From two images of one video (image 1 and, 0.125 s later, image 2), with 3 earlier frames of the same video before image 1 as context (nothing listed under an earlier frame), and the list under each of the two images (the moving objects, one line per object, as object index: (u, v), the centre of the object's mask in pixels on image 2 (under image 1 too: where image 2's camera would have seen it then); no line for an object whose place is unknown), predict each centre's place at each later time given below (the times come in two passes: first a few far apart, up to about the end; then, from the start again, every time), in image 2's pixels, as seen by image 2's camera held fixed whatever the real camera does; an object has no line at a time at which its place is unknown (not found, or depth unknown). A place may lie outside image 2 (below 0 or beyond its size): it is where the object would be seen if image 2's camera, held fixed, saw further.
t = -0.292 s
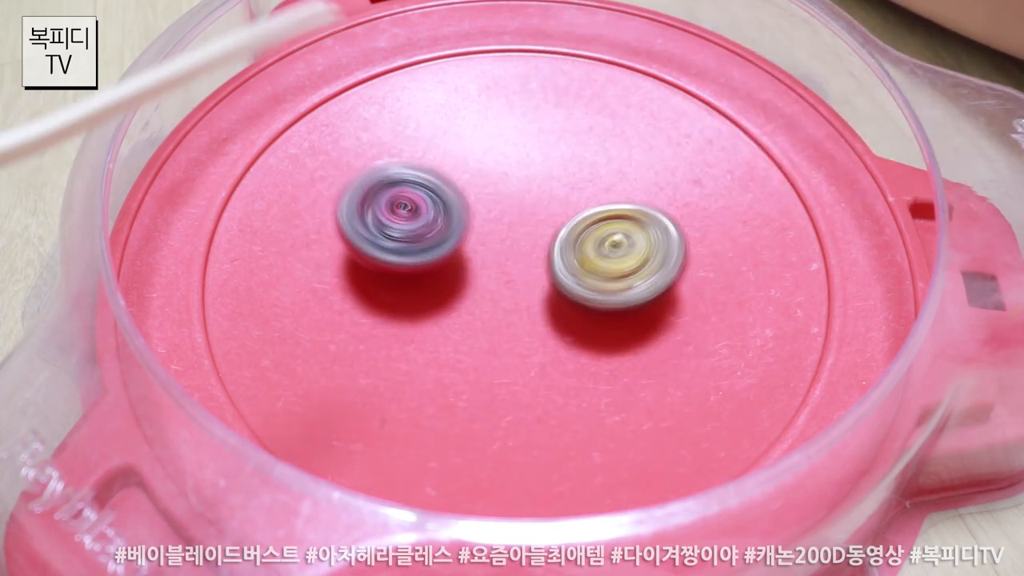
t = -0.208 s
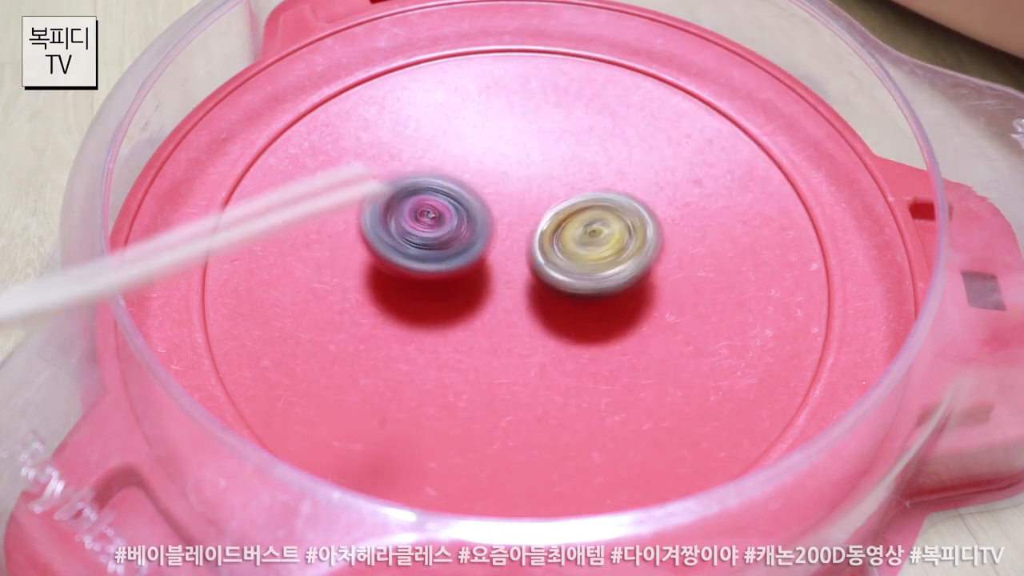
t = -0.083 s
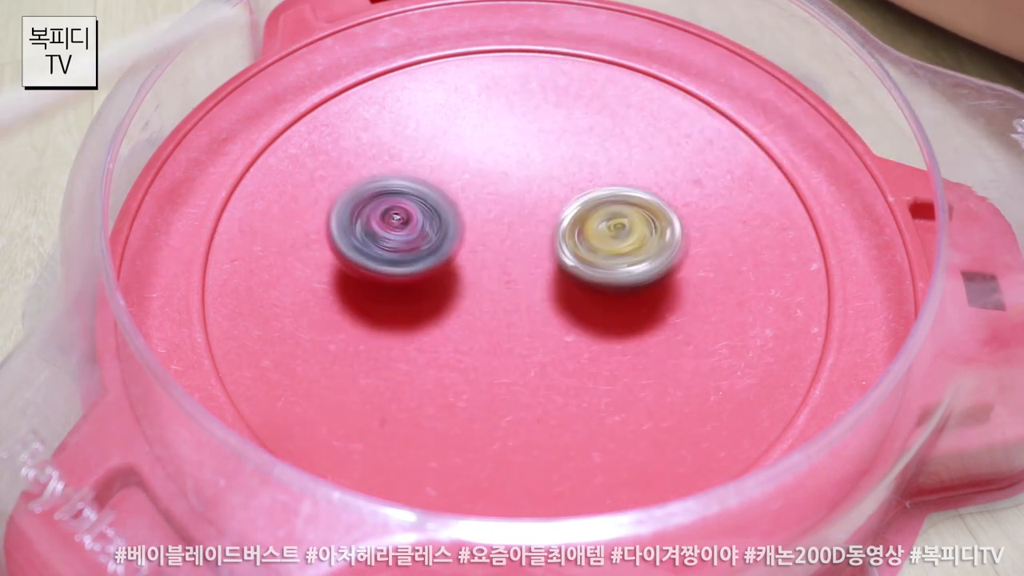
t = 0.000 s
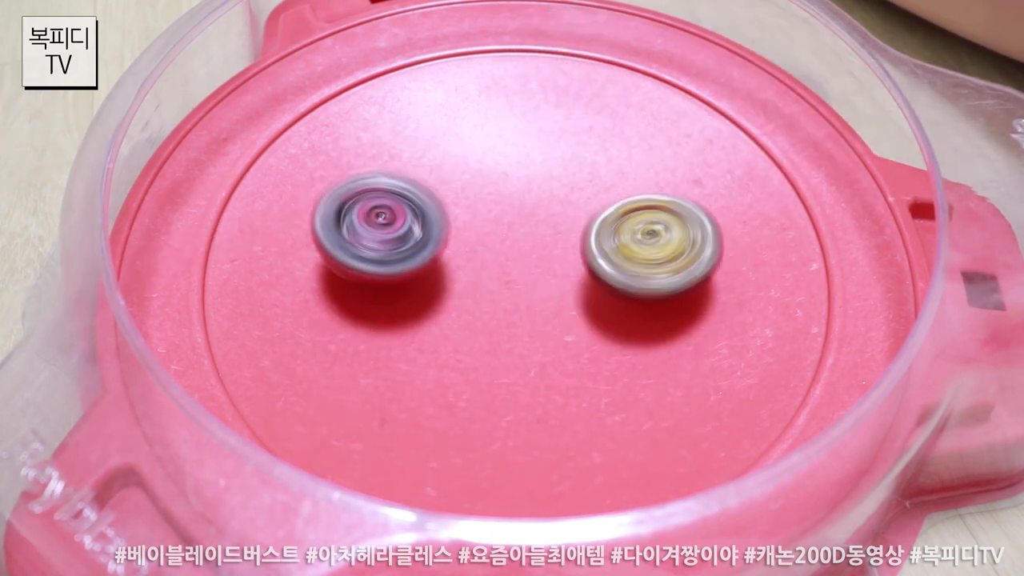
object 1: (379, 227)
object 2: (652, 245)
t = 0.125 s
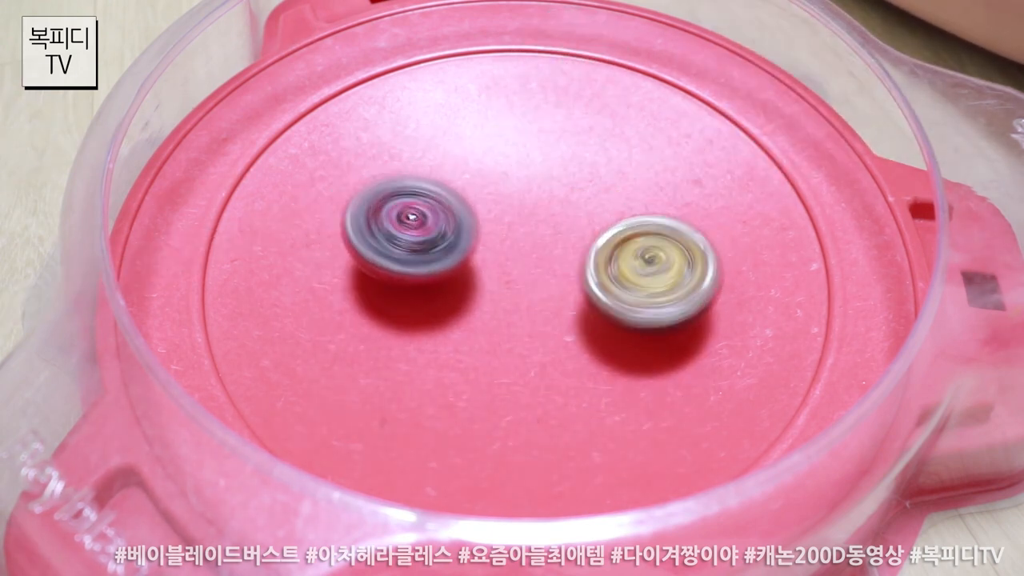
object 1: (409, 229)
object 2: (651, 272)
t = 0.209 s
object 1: (428, 231)
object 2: (610, 295)
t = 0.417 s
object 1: (429, 223)
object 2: (556, 312)
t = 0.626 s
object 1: (471, 248)
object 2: (591, 325)
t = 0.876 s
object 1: (472, 226)
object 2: (623, 299)
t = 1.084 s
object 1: (471, 192)
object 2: (609, 329)
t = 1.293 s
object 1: (457, 172)
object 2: (528, 329)
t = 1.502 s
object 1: (456, 155)
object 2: (497, 288)
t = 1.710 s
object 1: (479, 169)
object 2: (519, 328)
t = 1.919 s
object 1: (491, 195)
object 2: (541, 308)
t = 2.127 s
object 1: (481, 186)
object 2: (533, 340)
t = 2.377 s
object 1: (485, 193)
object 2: (455, 308)
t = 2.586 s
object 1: (498, 174)
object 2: (488, 300)
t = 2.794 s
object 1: (513, 197)
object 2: (558, 321)
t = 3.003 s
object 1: (523, 195)
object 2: (537, 341)
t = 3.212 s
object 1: (524, 195)
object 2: (473, 300)
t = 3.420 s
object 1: (536, 174)
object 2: (481, 274)
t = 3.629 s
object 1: (560, 139)
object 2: (495, 343)
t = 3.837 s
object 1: (546, 183)
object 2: (522, 319)
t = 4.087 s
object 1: (522, 175)
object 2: (489, 348)
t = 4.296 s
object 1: (510, 191)
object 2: (458, 296)
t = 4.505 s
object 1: (513, 178)
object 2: (432, 284)
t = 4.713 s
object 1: (539, 178)
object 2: (448, 274)
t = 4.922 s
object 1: (562, 184)
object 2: (485, 287)
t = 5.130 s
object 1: (580, 187)
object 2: (508, 323)
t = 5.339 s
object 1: (566, 215)
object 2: (494, 332)
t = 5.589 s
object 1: (544, 211)
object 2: (453, 306)
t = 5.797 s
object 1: (540, 191)
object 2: (430, 273)
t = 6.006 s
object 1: (557, 193)
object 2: (436, 254)
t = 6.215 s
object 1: (601, 197)
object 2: (440, 256)
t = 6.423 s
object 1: (621, 216)
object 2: (460, 259)
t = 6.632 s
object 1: (610, 230)
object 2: (472, 274)
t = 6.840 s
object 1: (626, 214)
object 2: (419, 279)
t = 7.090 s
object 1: (584, 221)
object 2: (446, 255)
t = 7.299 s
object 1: (574, 218)
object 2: (424, 236)
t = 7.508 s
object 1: (576, 222)
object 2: (427, 228)
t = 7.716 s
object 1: (600, 232)
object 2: (435, 233)
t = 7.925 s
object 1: (619, 247)
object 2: (465, 260)
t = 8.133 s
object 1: (619, 251)
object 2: (473, 262)
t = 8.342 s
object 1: (607, 250)
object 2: (461, 245)
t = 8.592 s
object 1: (592, 242)
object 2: (450, 217)
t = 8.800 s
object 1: (589, 246)
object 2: (453, 213)
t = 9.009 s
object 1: (593, 265)
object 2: (461, 226)
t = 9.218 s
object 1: (600, 274)
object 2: (469, 229)
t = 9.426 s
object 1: (617, 277)
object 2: (455, 214)
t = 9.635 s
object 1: (601, 266)
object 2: (468, 212)
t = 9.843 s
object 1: (587, 267)
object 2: (469, 193)
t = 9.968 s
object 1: (567, 267)
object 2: (469, 195)
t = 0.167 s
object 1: (420, 231)
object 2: (634, 285)
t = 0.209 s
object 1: (428, 231)
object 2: (610, 295)
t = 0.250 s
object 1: (437, 232)
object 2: (582, 299)
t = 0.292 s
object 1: (439, 230)
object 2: (559, 297)
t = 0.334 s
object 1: (435, 226)
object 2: (550, 297)
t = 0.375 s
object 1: (433, 227)
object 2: (546, 300)
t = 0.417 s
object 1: (429, 223)
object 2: (556, 312)
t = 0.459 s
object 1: (429, 222)
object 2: (564, 324)
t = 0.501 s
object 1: (436, 225)
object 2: (574, 332)
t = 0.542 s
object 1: (447, 233)
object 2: (582, 333)
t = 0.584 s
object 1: (462, 243)
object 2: (584, 329)
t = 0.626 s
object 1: (471, 248)
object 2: (591, 325)
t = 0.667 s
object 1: (470, 246)
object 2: (602, 323)
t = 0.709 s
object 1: (473, 245)
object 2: (608, 317)
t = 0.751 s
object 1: (478, 243)
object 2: (609, 309)
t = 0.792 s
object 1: (477, 238)
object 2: (614, 304)
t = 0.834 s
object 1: (473, 231)
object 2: (621, 301)
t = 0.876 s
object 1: (472, 226)
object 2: (623, 299)
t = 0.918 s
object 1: (473, 222)
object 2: (620, 297)
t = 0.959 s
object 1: (478, 220)
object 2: (612, 297)
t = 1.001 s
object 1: (486, 218)
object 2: (600, 297)
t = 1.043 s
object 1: (485, 209)
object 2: (600, 309)
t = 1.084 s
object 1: (471, 192)
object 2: (609, 329)
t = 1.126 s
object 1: (463, 182)
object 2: (606, 345)
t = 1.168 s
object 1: (459, 177)
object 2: (593, 354)
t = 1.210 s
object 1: (458, 174)
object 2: (571, 354)
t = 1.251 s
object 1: (458, 173)
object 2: (547, 346)
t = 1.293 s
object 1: (457, 172)
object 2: (528, 329)
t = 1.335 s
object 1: (457, 173)
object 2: (513, 311)
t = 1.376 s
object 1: (457, 174)
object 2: (502, 293)
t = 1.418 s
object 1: (455, 174)
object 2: (495, 281)
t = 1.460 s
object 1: (454, 161)
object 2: (495, 282)
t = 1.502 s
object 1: (456, 155)
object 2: (497, 288)
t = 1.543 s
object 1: (461, 154)
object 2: (498, 294)
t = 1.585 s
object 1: (467, 156)
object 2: (499, 303)
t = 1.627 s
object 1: (473, 160)
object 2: (503, 314)
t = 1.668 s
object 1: (476, 164)
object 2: (511, 324)
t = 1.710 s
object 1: (479, 169)
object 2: (519, 328)
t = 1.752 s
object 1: (483, 174)
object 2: (526, 328)
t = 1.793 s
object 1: (486, 178)
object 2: (531, 325)
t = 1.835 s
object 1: (488, 183)
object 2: (536, 321)
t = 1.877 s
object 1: (489, 189)
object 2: (539, 315)
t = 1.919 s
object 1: (491, 195)
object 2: (541, 308)
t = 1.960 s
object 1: (489, 196)
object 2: (544, 309)
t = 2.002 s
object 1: (484, 185)
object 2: (551, 323)
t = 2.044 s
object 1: (481, 181)
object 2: (549, 332)
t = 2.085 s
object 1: (480, 182)
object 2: (544, 338)
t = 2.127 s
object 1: (481, 186)
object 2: (533, 340)
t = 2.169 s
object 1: (482, 192)
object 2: (519, 339)
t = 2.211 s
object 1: (483, 198)
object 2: (505, 331)
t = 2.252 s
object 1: (484, 203)
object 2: (490, 322)
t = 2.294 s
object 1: (484, 202)
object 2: (477, 318)
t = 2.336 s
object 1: (484, 200)
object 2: (464, 312)
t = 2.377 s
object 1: (485, 193)
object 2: (455, 308)
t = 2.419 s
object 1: (486, 191)
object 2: (451, 298)
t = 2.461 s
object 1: (490, 179)
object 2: (453, 298)
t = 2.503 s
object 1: (495, 173)
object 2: (463, 296)
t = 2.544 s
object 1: (497, 173)
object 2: (475, 298)
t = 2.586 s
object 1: (498, 174)
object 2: (488, 300)
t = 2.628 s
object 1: (500, 179)
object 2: (500, 306)
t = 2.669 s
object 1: (504, 185)
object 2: (517, 310)
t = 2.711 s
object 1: (507, 193)
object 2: (534, 312)
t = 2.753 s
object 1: (511, 200)
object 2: (547, 311)
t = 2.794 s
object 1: (513, 197)
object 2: (558, 321)
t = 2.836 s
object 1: (514, 189)
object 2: (564, 335)
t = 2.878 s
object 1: (516, 186)
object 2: (566, 343)
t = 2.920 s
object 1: (517, 187)
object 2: (561, 346)
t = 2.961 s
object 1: (520, 189)
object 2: (550, 346)
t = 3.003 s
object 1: (523, 195)
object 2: (537, 341)
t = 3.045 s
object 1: (523, 200)
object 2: (521, 332)
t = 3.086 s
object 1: (525, 205)
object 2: (506, 321)
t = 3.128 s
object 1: (523, 201)
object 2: (492, 318)
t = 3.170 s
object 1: (524, 196)
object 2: (480, 311)
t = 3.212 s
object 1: (524, 195)
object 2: (473, 300)
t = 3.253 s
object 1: (531, 182)
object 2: (461, 300)
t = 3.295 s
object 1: (539, 173)
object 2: (455, 297)
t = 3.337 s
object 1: (540, 170)
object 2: (457, 288)
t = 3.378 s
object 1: (540, 170)
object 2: (468, 279)
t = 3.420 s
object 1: (536, 174)
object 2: (481, 274)
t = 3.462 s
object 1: (544, 150)
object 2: (488, 296)
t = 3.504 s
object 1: (552, 136)
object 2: (489, 316)
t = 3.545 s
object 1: (558, 131)
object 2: (490, 330)
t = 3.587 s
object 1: (560, 134)
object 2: (492, 339)
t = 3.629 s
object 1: (560, 139)
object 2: (495, 343)
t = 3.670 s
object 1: (559, 148)
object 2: (501, 344)
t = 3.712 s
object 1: (556, 156)
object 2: (505, 340)
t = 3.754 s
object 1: (554, 166)
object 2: (511, 334)
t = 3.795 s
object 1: (549, 174)
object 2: (516, 326)
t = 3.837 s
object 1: (546, 183)
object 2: (522, 319)
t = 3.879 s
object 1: (541, 191)
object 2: (526, 311)
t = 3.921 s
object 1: (540, 192)
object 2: (526, 313)
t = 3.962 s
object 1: (536, 179)
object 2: (521, 332)
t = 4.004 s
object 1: (531, 174)
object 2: (511, 342)
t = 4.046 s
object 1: (525, 173)
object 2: (501, 349)
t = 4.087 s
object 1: (522, 175)
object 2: (489, 348)
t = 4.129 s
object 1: (518, 177)
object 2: (479, 345)
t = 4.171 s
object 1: (516, 180)
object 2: (469, 335)
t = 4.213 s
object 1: (513, 184)
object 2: (463, 324)
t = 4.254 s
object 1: (511, 188)
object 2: (459, 310)
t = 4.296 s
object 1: (510, 191)
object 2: (458, 296)
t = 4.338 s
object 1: (514, 179)
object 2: (447, 299)
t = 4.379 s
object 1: (516, 169)
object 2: (436, 303)
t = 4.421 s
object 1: (515, 169)
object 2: (430, 300)
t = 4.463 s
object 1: (514, 173)
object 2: (429, 293)
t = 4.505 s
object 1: (513, 178)
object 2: (432, 284)
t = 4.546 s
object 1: (514, 182)
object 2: (438, 276)
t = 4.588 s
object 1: (524, 180)
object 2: (433, 276)
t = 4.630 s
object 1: (528, 181)
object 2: (435, 274)
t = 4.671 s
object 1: (532, 184)
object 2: (444, 269)
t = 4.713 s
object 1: (539, 178)
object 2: (448, 274)
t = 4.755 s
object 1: (545, 178)
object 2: (457, 277)
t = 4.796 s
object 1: (546, 181)
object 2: (467, 277)
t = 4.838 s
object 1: (552, 182)
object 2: (476, 281)
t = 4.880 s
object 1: (560, 181)
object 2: (477, 285)
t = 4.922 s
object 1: (562, 184)
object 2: (485, 287)
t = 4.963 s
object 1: (564, 188)
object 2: (494, 289)
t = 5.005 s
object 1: (565, 191)
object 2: (503, 292)
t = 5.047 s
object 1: (572, 186)
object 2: (505, 305)
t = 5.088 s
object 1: (579, 185)
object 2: (507, 317)
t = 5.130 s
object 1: (580, 187)
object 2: (508, 323)
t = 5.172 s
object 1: (579, 193)
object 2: (509, 329)
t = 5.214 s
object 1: (577, 198)
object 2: (507, 333)
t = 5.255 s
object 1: (573, 204)
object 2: (504, 333)
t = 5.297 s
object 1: (569, 211)
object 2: (500, 334)
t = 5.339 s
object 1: (566, 215)
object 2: (494, 332)
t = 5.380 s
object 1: (560, 220)
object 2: (490, 326)
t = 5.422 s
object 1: (558, 221)
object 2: (484, 325)
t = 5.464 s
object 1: (557, 216)
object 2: (472, 323)
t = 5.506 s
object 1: (551, 212)
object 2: (465, 319)
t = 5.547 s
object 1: (547, 212)
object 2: (459, 314)
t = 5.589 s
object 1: (544, 211)
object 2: (453, 306)
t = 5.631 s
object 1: (540, 208)
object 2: (449, 298)
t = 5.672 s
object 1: (543, 199)
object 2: (435, 299)
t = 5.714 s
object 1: (544, 194)
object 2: (428, 291)
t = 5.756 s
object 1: (543, 191)
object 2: (428, 282)
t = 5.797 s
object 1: (540, 191)
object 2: (430, 273)
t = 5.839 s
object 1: (540, 191)
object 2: (431, 266)
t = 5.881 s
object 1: (550, 187)
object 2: (422, 266)
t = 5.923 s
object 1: (554, 186)
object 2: (423, 263)
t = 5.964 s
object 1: (556, 188)
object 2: (427, 259)
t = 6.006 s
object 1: (557, 193)
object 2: (436, 254)
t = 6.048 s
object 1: (563, 195)
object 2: (442, 252)
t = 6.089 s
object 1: (575, 192)
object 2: (438, 253)
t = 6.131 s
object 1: (590, 191)
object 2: (435, 255)
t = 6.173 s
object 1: (598, 192)
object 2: (435, 256)
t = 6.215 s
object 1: (601, 197)
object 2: (440, 256)
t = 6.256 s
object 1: (601, 202)
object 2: (447, 256)
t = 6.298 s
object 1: (600, 208)
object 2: (454, 255)
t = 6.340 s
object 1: (599, 214)
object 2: (464, 255)
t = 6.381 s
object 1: (604, 216)
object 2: (467, 256)
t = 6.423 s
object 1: (621, 216)
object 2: (460, 259)
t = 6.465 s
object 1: (629, 217)
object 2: (458, 264)
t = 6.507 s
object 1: (630, 219)
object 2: (459, 267)
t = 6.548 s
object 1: (625, 222)
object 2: (462, 271)
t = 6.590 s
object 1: (617, 227)
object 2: (466, 273)
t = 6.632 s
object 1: (610, 230)
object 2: (472, 274)
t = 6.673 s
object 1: (610, 230)
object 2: (467, 277)
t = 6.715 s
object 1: (626, 220)
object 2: (445, 281)
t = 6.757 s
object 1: (630, 217)
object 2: (430, 282)
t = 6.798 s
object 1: (628, 215)
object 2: (422, 281)
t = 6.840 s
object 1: (626, 214)
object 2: (419, 279)
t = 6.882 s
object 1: (621, 214)
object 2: (420, 277)
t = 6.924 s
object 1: (616, 216)
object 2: (422, 274)
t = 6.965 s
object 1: (610, 217)
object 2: (425, 270)
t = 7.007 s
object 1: (602, 218)
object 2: (430, 266)
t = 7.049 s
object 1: (594, 219)
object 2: (438, 261)
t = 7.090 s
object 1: (584, 221)
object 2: (446, 255)
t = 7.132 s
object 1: (583, 219)
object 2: (443, 253)
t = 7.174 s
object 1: (579, 219)
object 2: (440, 250)
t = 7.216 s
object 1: (575, 218)
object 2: (436, 246)
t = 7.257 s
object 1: (577, 217)
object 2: (426, 242)
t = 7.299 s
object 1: (574, 218)
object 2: (424, 236)
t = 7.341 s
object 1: (569, 218)
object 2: (425, 232)
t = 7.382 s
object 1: (569, 219)
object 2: (426, 230)
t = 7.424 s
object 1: (572, 221)
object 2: (426, 228)
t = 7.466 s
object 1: (569, 221)
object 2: (429, 227)
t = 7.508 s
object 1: (576, 222)
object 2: (427, 228)
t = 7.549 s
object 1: (581, 224)
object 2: (429, 226)
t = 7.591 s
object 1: (581, 225)
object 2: (433, 227)
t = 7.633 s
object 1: (578, 227)
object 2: (439, 229)
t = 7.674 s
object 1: (587, 230)
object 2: (438, 229)
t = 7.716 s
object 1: (600, 232)
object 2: (435, 233)
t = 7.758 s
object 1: (607, 234)
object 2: (437, 238)
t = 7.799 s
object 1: (612, 238)
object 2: (443, 243)
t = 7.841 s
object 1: (615, 241)
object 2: (450, 248)
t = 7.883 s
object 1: (619, 244)
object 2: (458, 254)
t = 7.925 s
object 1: (619, 247)
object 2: (465, 260)
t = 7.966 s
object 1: (619, 250)
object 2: (472, 263)
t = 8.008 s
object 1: (621, 251)
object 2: (476, 263)
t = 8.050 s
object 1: (624, 249)
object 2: (472, 264)
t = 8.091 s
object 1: (623, 249)
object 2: (472, 263)
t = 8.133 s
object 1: (619, 251)
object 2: (473, 262)
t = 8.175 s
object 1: (620, 251)
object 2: (470, 259)
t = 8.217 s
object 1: (622, 252)
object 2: (463, 256)
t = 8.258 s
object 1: (619, 251)
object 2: (459, 252)
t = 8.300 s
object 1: (614, 251)
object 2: (460, 248)
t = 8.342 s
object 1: (607, 250)
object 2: (461, 245)
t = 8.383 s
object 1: (605, 249)
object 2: (457, 240)
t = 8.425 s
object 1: (608, 249)
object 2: (448, 233)
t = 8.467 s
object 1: (605, 247)
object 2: (444, 227)
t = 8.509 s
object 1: (599, 245)
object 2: (447, 222)
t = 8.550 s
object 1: (591, 244)
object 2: (454, 219)
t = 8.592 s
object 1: (592, 242)
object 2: (450, 217)
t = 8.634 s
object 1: (590, 242)
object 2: (450, 215)
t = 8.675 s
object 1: (587, 242)
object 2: (454, 215)
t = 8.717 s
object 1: (591, 244)
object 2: (454, 213)
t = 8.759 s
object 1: (590, 245)
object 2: (452, 212)
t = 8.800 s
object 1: (589, 246)
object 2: (453, 213)
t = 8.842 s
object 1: (586, 247)
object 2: (456, 213)
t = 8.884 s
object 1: (590, 251)
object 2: (458, 215)
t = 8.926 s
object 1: (595, 258)
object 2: (457, 216)
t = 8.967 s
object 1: (595, 263)
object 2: (459, 220)
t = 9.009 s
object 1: (593, 265)
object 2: (461, 226)
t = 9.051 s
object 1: (591, 267)
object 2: (463, 231)
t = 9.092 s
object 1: (597, 272)
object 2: (461, 231)
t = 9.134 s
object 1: (599, 273)
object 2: (463, 229)
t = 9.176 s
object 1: (599, 274)
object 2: (467, 231)
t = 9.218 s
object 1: (600, 274)
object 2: (469, 229)
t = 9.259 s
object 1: (614, 277)
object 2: (458, 222)
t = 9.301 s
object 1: (620, 278)
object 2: (452, 218)
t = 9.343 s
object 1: (621, 277)
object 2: (450, 215)
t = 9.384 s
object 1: (620, 277)
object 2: (451, 214)
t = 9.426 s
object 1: (617, 277)
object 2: (455, 214)
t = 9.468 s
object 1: (613, 275)
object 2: (460, 214)
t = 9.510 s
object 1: (609, 274)
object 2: (465, 215)
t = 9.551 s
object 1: (602, 271)
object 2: (471, 216)
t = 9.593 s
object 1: (598, 268)
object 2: (474, 218)
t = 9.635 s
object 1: (601, 266)
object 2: (468, 212)
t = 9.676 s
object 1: (596, 265)
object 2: (467, 207)
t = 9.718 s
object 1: (590, 261)
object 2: (470, 206)
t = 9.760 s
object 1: (591, 263)
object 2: (470, 201)
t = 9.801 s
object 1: (591, 266)
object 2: (469, 193)
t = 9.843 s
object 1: (587, 267)
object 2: (469, 193)
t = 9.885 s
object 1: (581, 267)
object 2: (465, 190)
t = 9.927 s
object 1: (575, 268)
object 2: (467, 191)
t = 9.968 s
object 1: (567, 267)
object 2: (469, 195)
